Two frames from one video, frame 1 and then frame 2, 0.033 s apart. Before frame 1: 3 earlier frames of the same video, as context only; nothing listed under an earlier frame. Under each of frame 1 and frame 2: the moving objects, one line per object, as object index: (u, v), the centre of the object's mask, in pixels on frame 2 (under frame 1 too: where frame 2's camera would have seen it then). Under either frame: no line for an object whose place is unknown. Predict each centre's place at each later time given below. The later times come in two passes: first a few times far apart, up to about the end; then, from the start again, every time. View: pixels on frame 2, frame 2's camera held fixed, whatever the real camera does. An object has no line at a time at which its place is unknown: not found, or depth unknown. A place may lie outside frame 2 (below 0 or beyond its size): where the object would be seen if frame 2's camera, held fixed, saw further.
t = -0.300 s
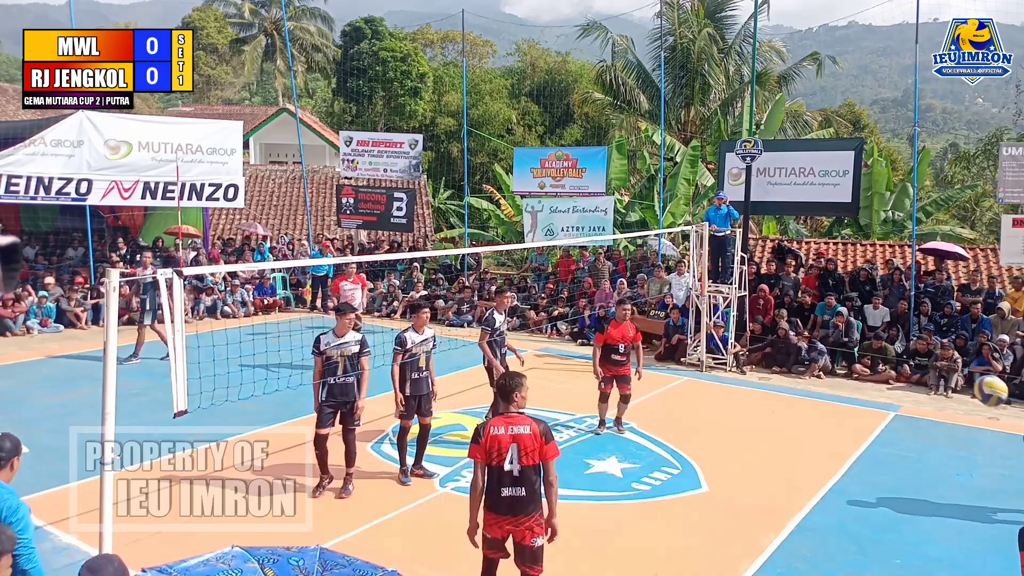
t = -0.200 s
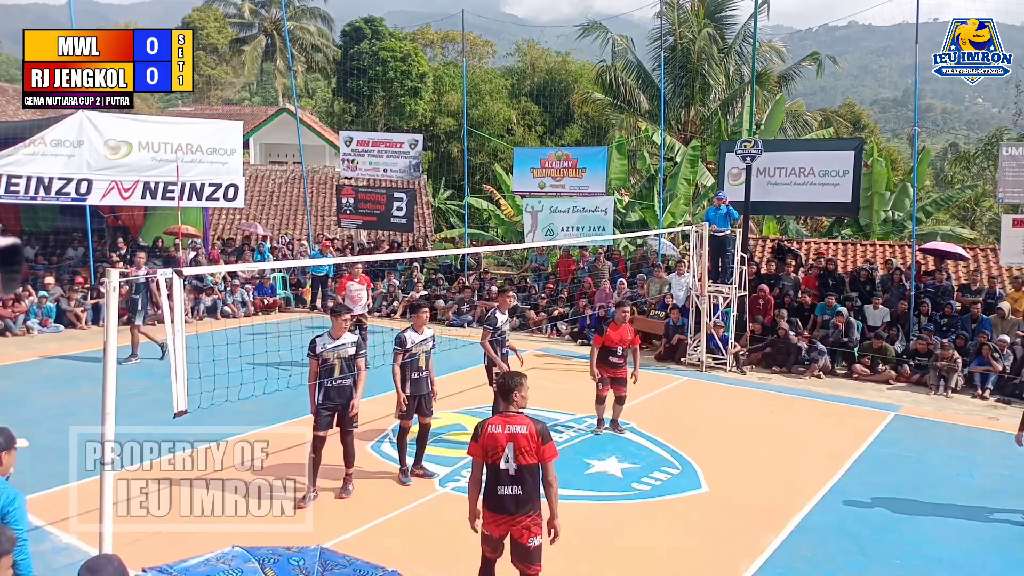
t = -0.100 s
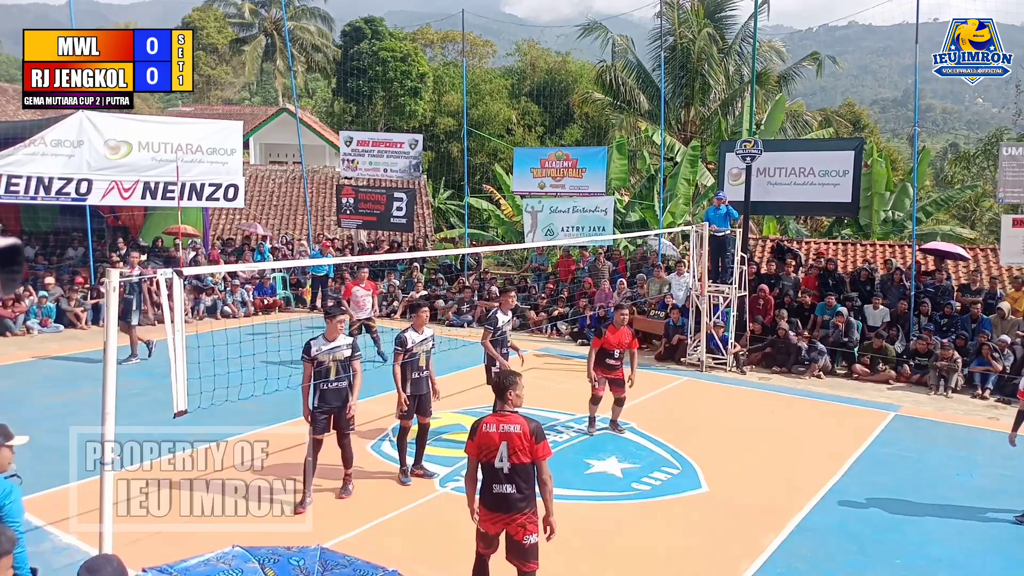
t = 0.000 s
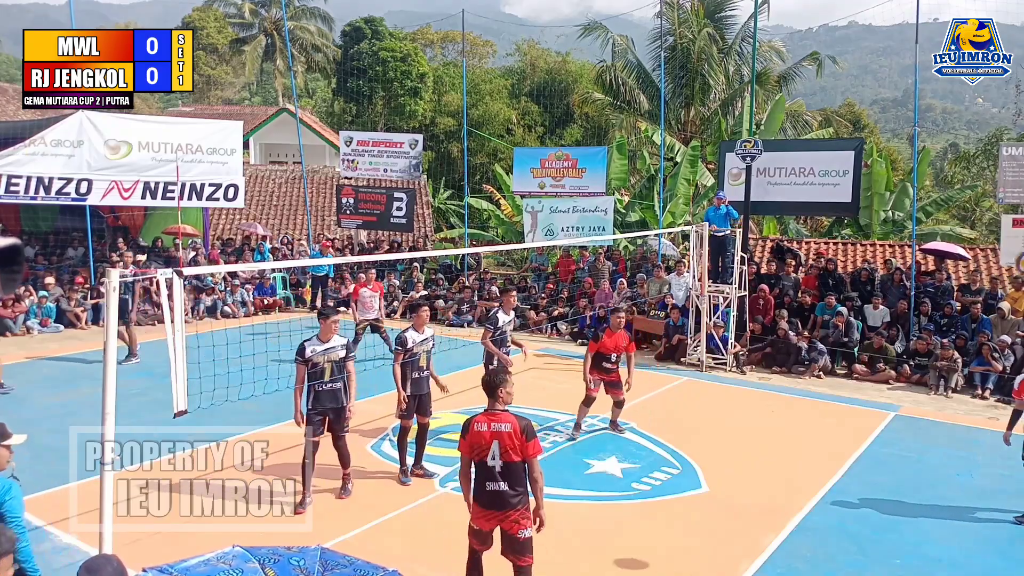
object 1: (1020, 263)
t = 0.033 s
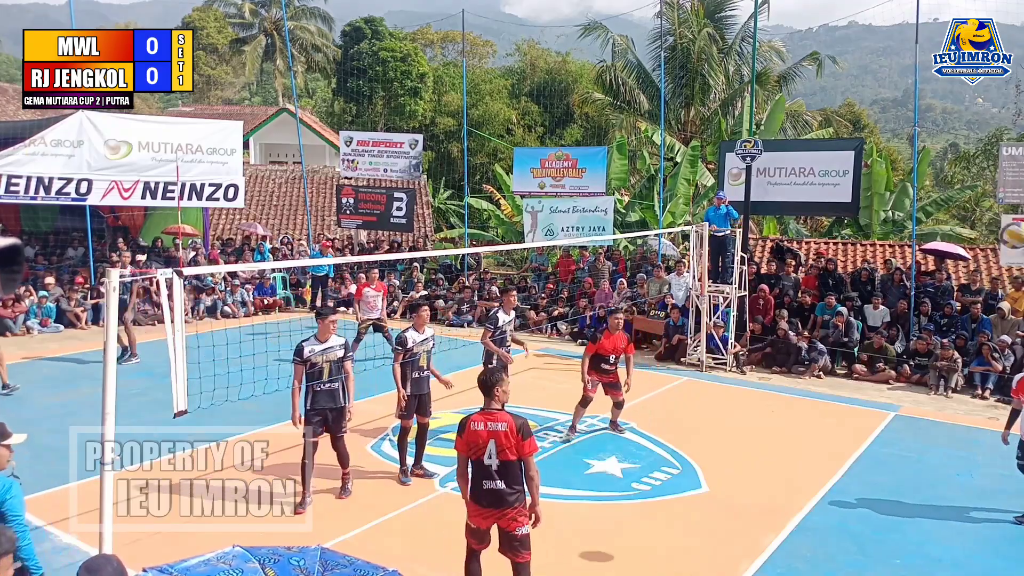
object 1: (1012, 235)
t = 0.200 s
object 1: (940, 130)
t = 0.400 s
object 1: (858, 61)
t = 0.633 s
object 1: (772, 49)
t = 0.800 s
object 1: (717, 76)
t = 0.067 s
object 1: (1000, 210)
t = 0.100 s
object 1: (985, 187)
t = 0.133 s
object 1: (970, 167)
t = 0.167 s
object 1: (955, 147)
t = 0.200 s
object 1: (940, 130)
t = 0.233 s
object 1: (926, 114)
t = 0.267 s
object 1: (912, 100)
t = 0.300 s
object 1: (899, 88)
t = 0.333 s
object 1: (885, 78)
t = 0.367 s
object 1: (872, 69)
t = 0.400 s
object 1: (858, 61)
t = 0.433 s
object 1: (844, 56)
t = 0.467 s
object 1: (832, 51)
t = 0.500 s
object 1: (820, 48)
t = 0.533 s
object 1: (807, 47)
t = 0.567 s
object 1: (795, 47)
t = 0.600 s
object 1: (783, 47)
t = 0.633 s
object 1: (772, 49)
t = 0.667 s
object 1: (761, 52)
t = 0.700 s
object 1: (749, 56)
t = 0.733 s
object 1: (738, 63)
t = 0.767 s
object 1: (727, 69)
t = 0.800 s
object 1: (717, 76)
